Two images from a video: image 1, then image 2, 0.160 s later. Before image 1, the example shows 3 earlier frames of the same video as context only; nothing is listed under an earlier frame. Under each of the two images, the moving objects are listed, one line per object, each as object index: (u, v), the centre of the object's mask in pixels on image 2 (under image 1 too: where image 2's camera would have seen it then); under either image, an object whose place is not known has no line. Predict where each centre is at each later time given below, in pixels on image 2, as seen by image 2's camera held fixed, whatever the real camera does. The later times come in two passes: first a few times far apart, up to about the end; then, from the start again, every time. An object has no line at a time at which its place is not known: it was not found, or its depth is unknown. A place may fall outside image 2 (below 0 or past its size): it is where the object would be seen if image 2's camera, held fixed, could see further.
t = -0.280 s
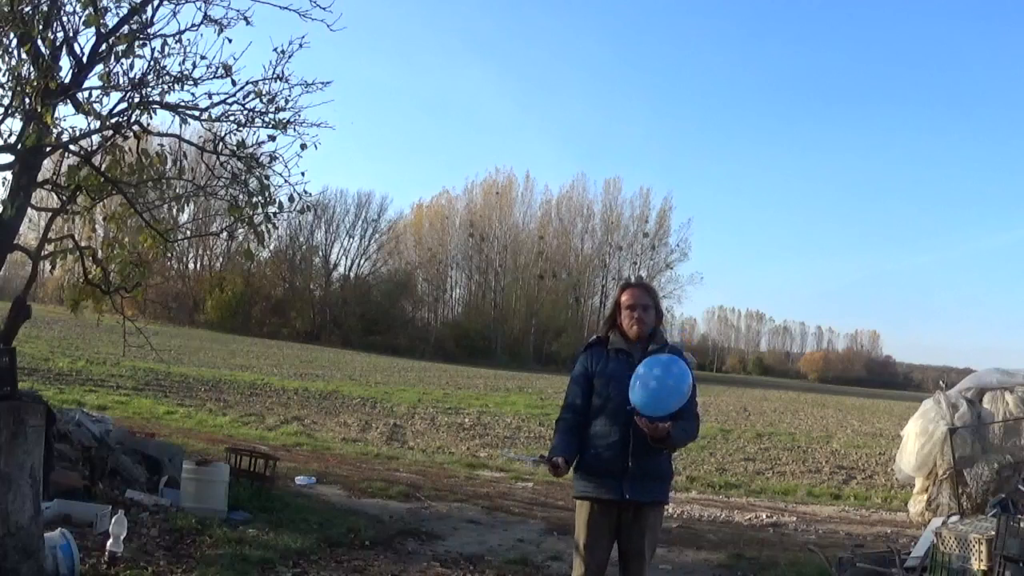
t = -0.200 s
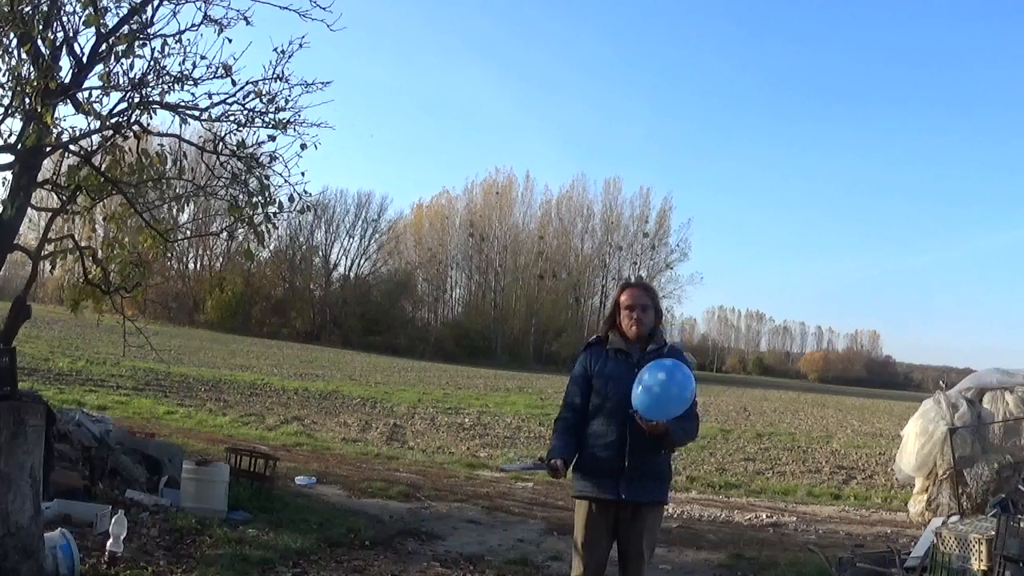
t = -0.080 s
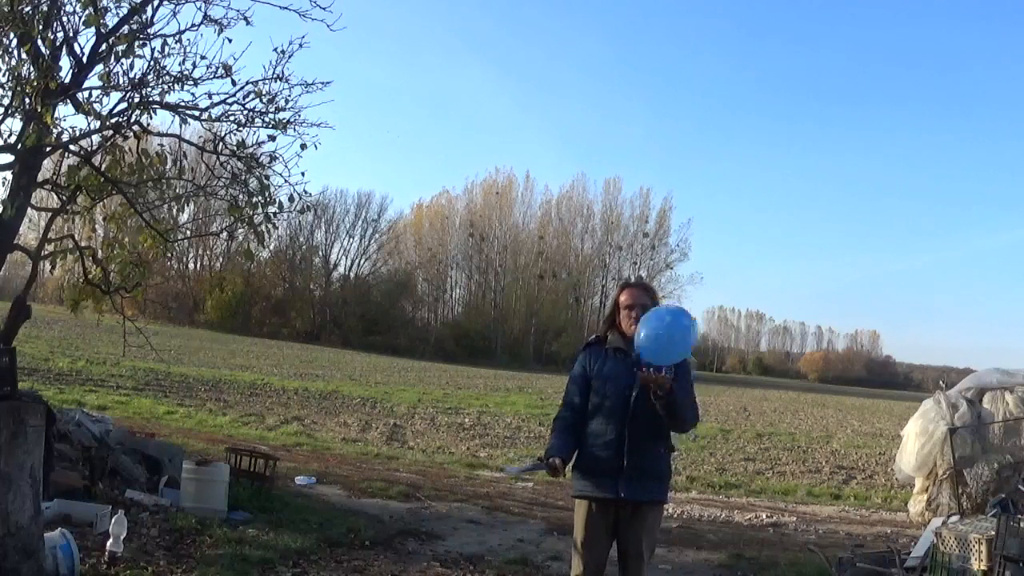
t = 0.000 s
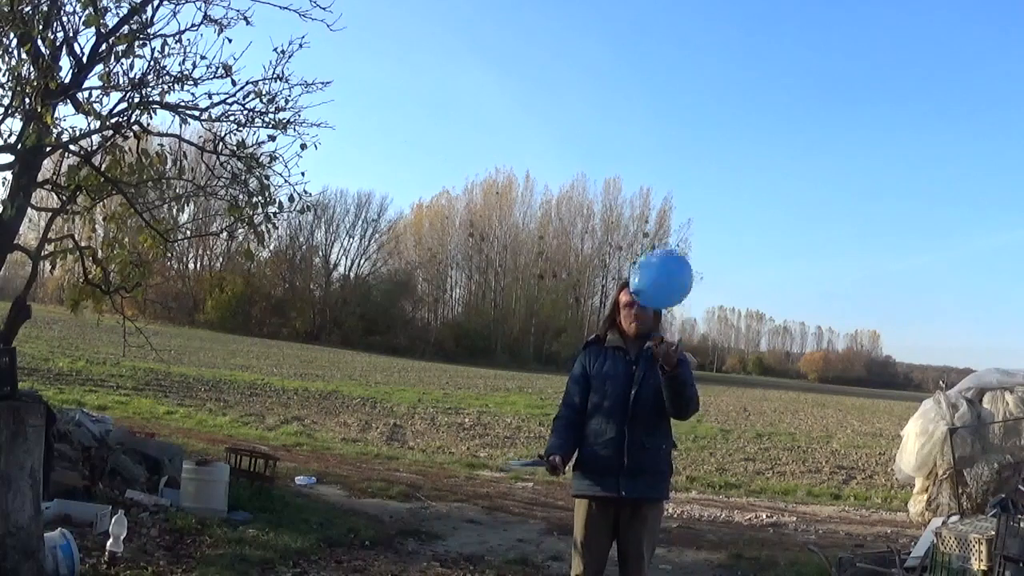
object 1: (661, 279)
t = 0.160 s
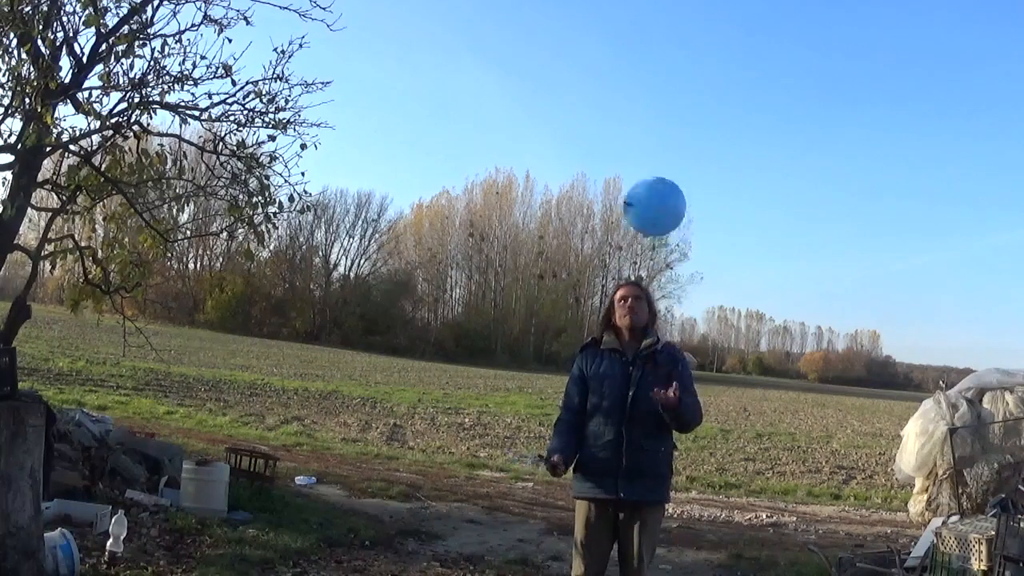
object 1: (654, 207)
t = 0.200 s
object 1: (653, 197)
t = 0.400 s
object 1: (645, 172)
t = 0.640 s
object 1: (631, 172)
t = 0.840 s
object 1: (617, 188)
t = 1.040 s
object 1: (603, 220)
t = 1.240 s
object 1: (590, 271)
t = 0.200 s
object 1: (653, 197)
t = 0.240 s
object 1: (652, 189)
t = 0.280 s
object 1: (650, 183)
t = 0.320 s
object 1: (649, 179)
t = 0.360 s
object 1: (647, 175)
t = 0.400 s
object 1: (645, 172)
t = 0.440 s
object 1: (643, 171)
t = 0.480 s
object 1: (641, 170)
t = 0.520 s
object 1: (639, 169)
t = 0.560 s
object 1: (636, 169)
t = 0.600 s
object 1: (634, 170)
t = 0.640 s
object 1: (631, 172)
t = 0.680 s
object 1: (628, 174)
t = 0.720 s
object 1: (626, 177)
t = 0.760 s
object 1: (622, 180)
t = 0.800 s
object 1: (620, 184)
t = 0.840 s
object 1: (617, 188)
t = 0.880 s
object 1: (614, 193)
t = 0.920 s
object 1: (611, 199)
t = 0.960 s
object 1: (609, 206)
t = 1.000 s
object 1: (605, 213)
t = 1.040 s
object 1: (603, 220)
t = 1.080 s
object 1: (600, 229)
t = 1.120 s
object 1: (597, 239)
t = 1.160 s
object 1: (595, 249)
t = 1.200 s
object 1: (592, 259)
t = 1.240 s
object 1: (590, 271)
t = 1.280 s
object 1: (591, 285)
